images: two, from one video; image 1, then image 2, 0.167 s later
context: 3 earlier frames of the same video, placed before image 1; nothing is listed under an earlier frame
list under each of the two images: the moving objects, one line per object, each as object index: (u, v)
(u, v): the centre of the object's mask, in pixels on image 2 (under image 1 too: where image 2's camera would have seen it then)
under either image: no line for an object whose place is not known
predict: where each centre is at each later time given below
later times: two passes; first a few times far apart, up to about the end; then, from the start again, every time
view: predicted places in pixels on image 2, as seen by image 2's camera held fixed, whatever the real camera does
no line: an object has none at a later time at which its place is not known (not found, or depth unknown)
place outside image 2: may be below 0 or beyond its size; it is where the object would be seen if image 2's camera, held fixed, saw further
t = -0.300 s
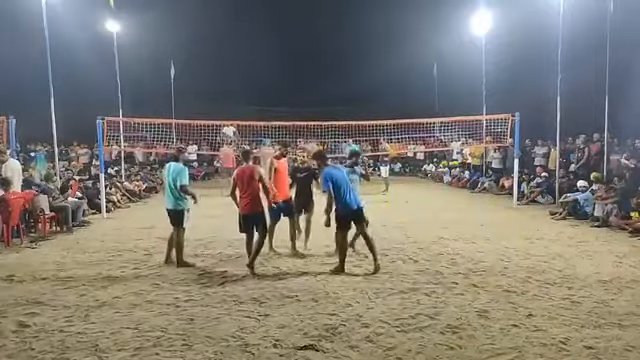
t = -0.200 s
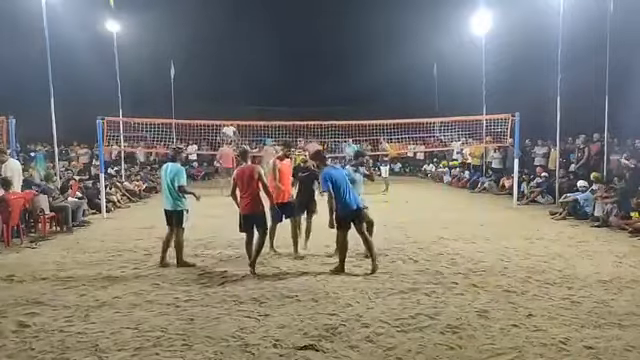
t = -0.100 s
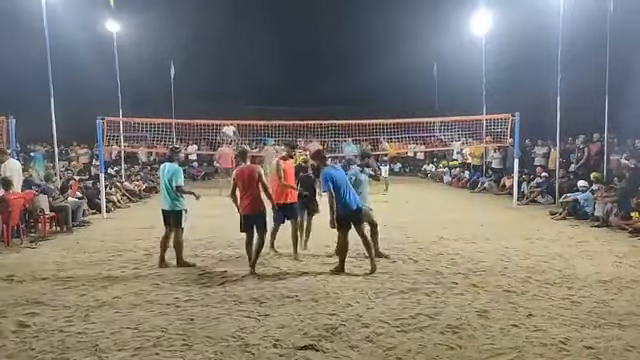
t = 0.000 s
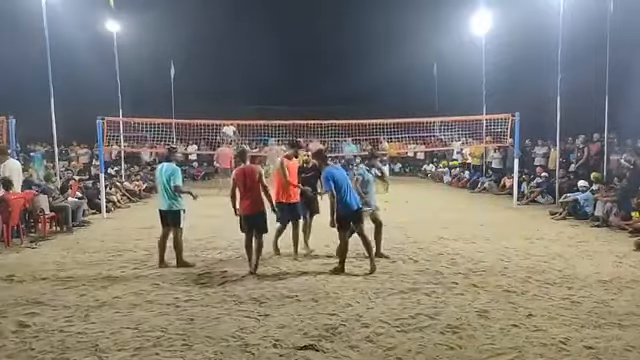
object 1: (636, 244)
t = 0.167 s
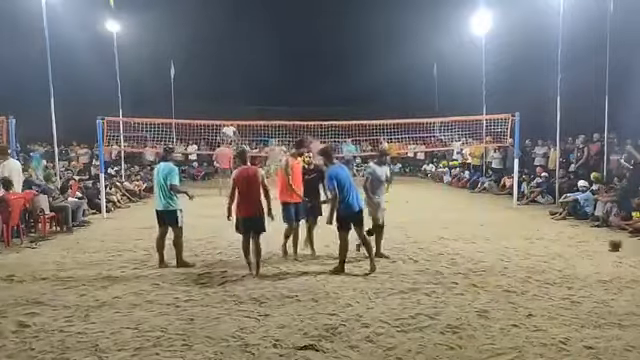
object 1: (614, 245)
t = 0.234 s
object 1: (606, 245)
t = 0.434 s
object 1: (579, 246)
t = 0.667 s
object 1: (557, 246)
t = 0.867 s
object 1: (537, 247)
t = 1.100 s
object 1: (516, 248)
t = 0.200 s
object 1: (609, 245)
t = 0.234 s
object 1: (606, 245)
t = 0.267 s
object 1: (601, 246)
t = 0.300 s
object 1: (597, 246)
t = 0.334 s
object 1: (592, 245)
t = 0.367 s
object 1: (587, 246)
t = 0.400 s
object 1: (583, 246)
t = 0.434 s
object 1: (579, 246)
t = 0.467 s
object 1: (575, 246)
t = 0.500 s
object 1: (571, 246)
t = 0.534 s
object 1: (569, 245)
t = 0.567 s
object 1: (566, 245)
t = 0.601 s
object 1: (563, 245)
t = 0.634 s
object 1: (560, 244)
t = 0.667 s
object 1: (557, 246)
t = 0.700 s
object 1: (553, 246)
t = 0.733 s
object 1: (550, 245)
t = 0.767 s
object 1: (546, 246)
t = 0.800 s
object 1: (543, 247)
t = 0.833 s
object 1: (540, 247)
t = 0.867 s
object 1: (537, 247)
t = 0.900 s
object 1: (534, 247)
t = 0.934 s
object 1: (531, 248)
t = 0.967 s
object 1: (528, 248)
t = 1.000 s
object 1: (525, 248)
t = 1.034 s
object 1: (522, 248)
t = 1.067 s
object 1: (519, 248)
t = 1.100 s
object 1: (516, 248)
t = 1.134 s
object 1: (513, 248)
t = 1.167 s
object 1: (511, 248)
